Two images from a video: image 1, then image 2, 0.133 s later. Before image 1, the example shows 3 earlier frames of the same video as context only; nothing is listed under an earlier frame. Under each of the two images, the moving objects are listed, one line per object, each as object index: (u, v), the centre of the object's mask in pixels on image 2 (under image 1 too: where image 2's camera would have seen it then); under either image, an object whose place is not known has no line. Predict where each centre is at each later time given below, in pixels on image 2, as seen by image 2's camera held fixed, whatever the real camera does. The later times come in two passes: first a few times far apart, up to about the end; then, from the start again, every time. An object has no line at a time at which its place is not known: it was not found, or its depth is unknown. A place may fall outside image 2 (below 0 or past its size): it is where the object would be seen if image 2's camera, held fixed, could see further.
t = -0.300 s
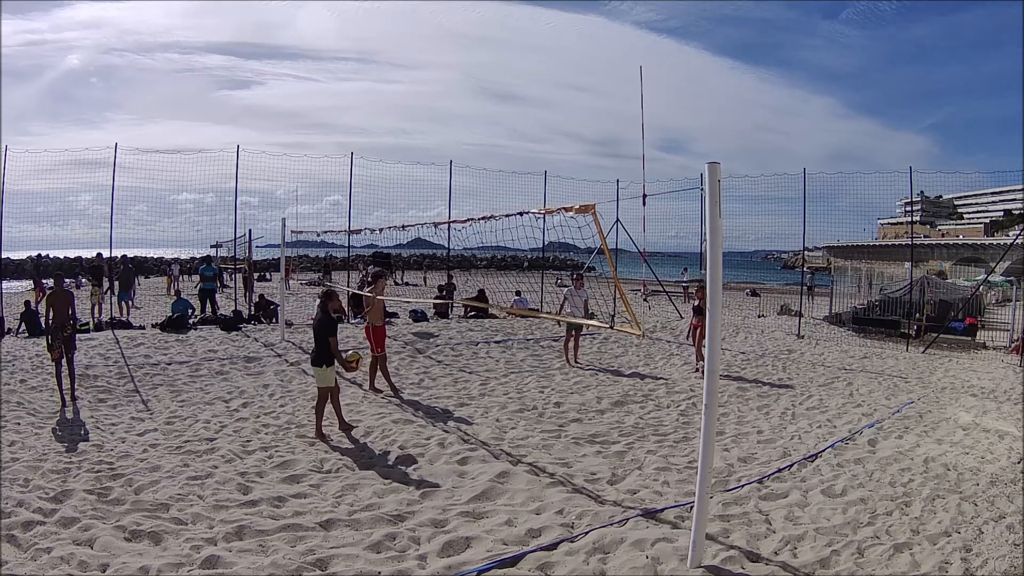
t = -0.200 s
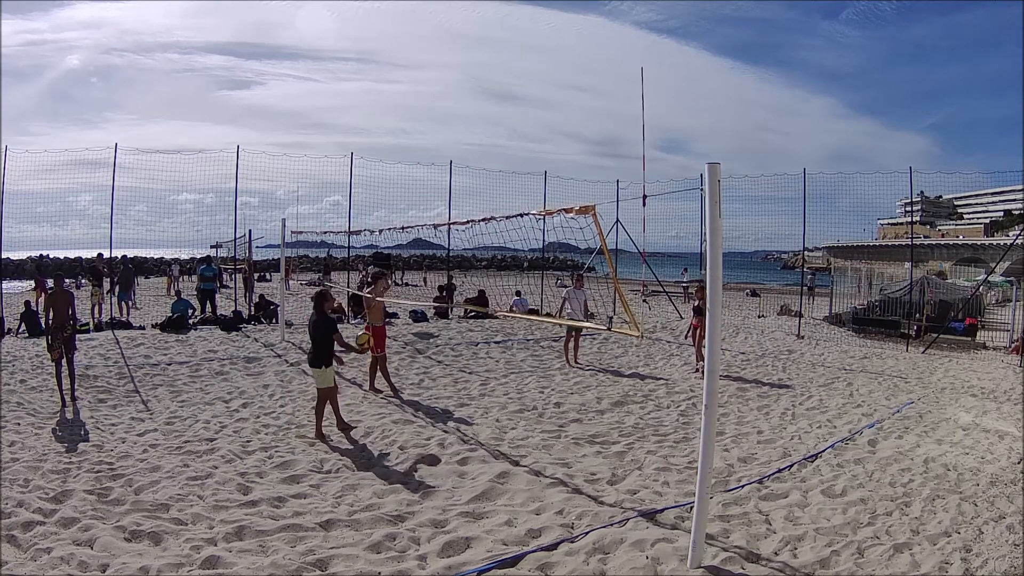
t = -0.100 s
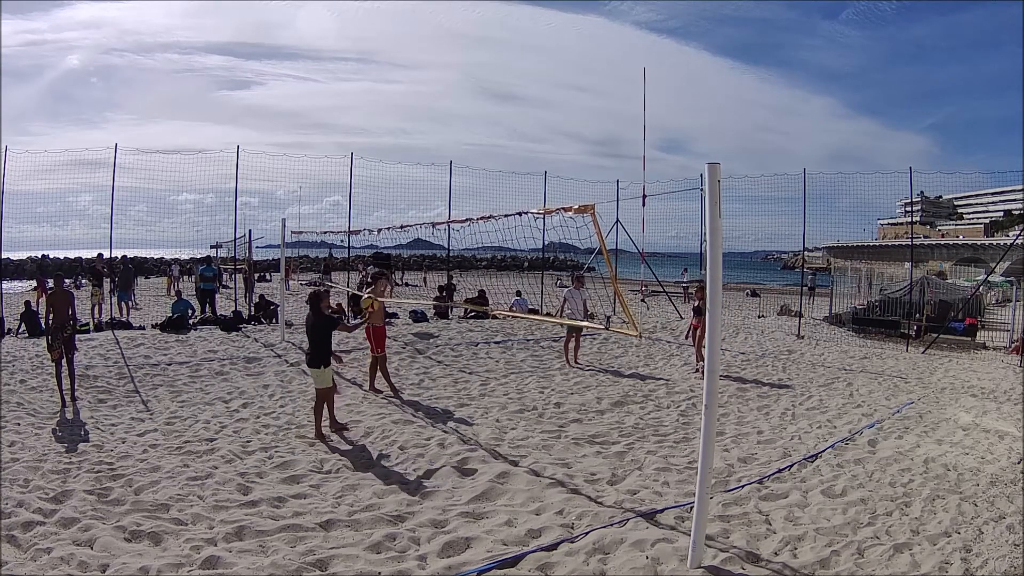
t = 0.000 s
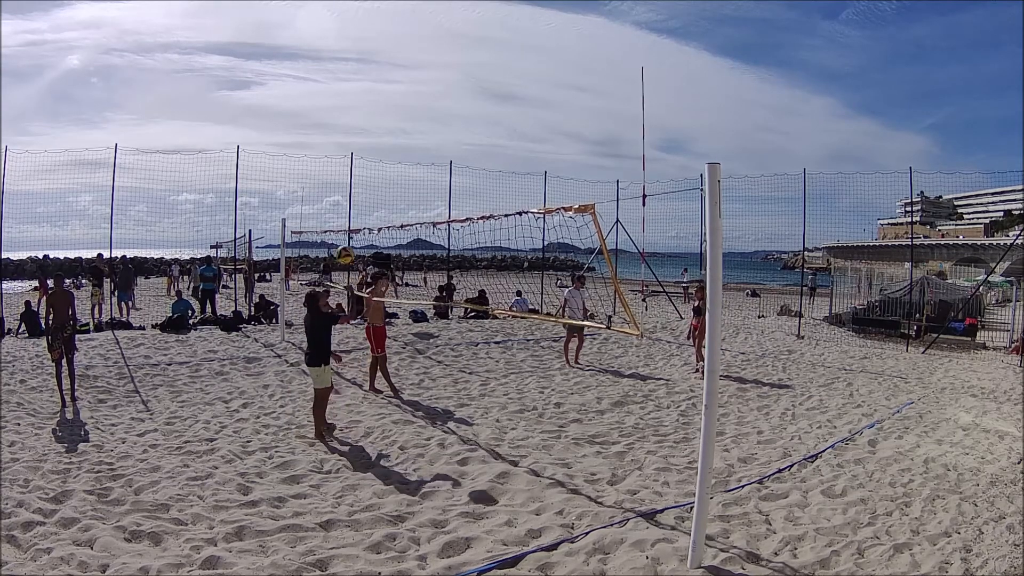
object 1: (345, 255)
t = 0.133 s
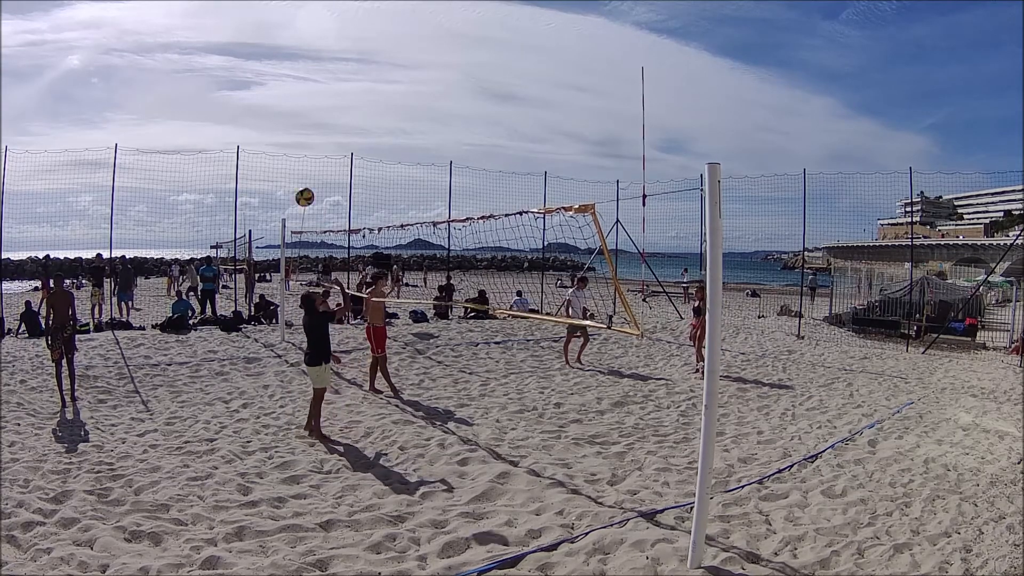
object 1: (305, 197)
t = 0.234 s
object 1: (274, 162)
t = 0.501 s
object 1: (188, 109)
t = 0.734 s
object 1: (112, 117)
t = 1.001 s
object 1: (20, 198)
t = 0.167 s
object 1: (295, 185)
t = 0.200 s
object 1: (284, 173)
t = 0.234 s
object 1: (274, 162)
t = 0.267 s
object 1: (264, 153)
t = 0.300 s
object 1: (254, 144)
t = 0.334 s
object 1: (243, 136)
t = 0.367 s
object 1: (233, 128)
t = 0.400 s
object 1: (220, 120)
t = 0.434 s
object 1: (209, 116)
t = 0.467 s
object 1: (199, 112)
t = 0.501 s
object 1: (188, 109)
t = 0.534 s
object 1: (178, 107)
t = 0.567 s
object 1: (167, 106)
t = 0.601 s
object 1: (156, 106)
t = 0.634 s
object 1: (145, 107)
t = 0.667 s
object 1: (134, 109)
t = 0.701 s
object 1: (123, 113)
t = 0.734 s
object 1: (112, 117)
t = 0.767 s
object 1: (100, 123)
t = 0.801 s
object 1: (89, 130)
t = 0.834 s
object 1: (77, 138)
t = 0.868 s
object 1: (66, 147)
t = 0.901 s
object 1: (54, 158)
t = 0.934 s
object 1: (42, 170)
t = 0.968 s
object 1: (31, 183)
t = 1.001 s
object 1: (20, 198)
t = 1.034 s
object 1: (9, 214)
